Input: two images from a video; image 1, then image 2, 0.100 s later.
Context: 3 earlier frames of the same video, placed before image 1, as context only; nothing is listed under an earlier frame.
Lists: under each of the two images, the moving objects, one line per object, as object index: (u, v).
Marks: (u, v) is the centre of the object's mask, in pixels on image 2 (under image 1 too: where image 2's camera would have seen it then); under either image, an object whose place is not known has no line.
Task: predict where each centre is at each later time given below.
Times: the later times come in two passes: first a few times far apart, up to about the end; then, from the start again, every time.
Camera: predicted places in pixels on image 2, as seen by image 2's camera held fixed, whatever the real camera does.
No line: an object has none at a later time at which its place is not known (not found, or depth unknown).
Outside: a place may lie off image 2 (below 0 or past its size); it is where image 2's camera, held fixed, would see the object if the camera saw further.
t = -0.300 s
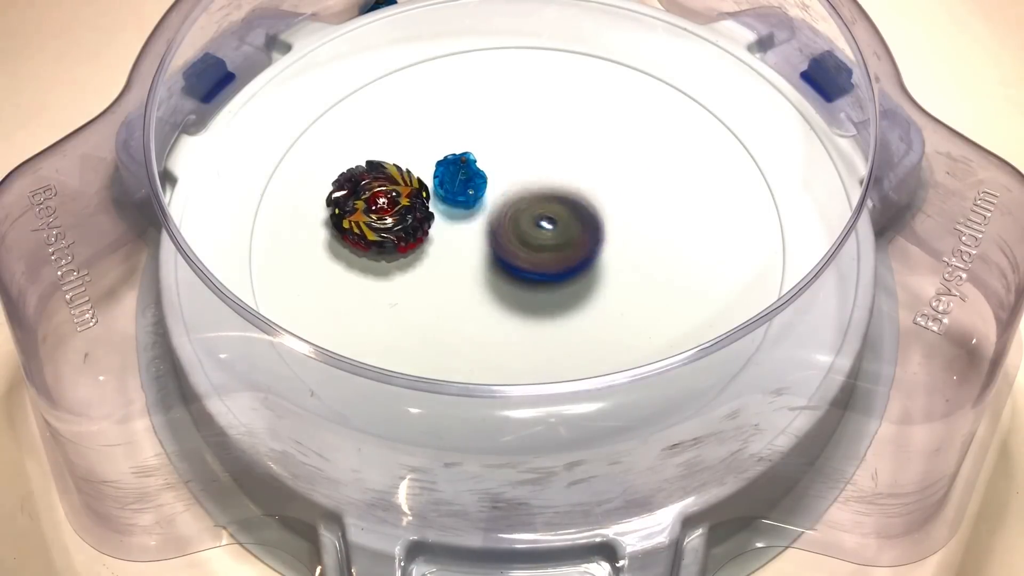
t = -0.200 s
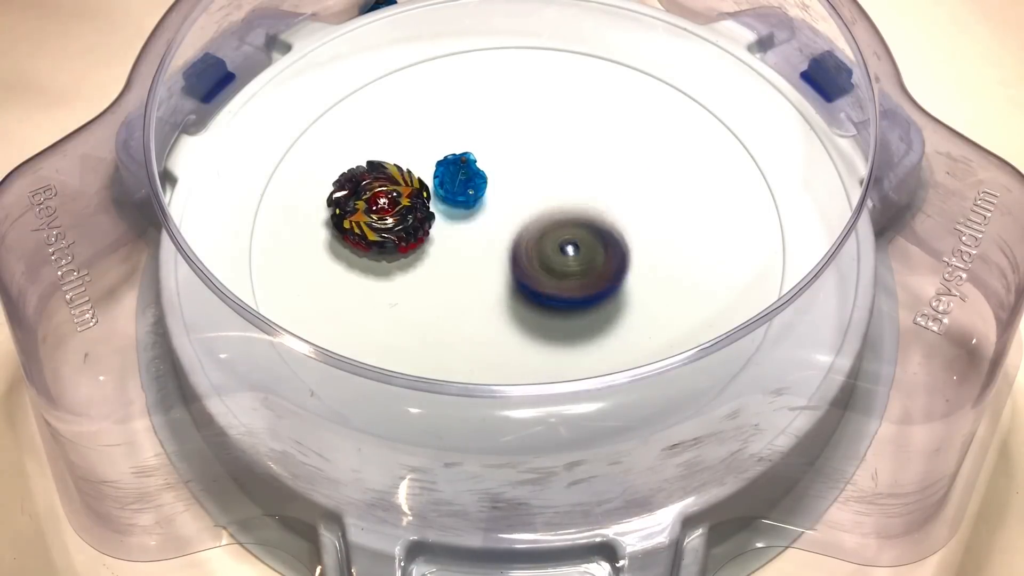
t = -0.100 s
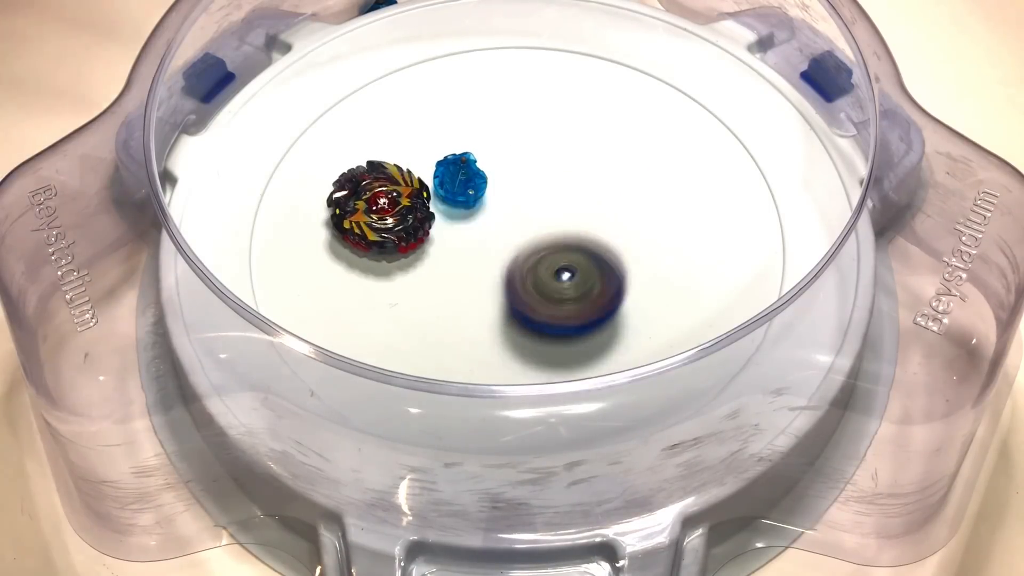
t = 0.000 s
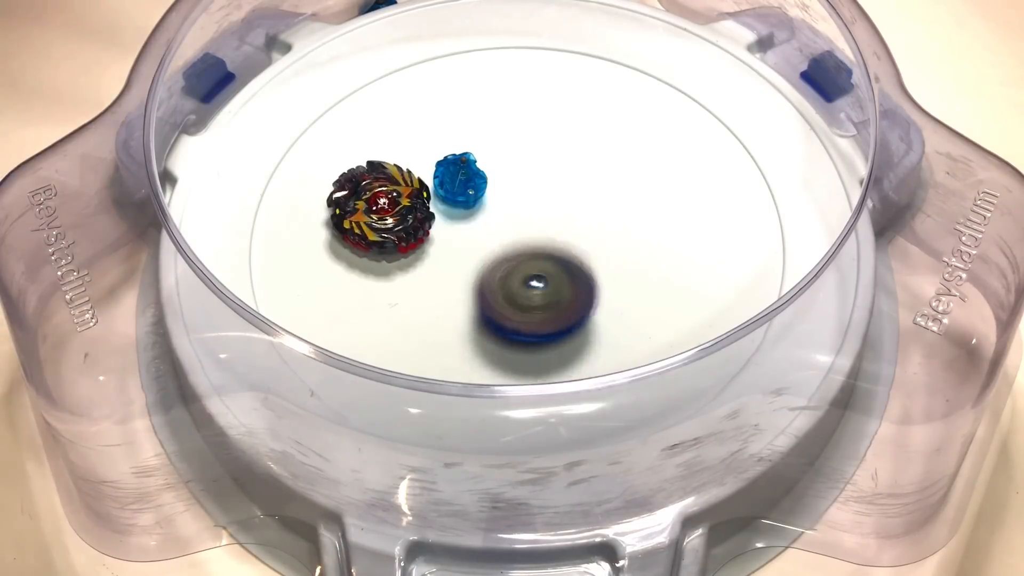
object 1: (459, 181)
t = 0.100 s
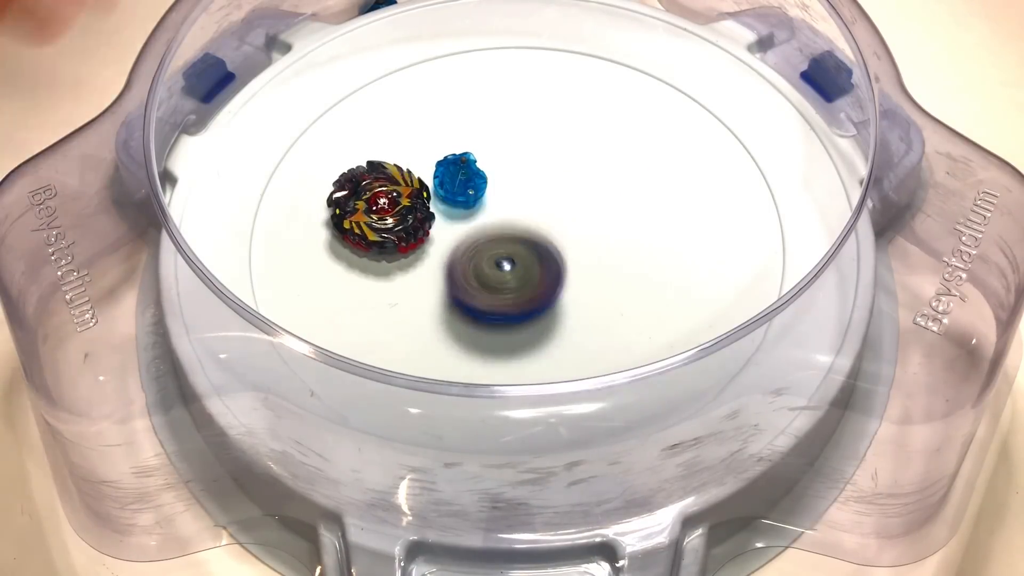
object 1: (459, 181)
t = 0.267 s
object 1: (456, 177)
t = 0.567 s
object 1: (459, 181)
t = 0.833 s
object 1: (460, 181)
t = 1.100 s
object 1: (408, 140)
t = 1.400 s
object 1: (479, 180)
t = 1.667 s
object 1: (567, 125)
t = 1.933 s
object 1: (562, 161)
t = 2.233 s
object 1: (560, 167)
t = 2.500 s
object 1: (560, 167)
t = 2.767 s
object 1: (581, 133)
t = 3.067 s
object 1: (565, 158)
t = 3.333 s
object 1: (565, 158)
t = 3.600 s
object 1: (565, 158)
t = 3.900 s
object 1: (565, 158)
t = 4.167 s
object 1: (565, 158)
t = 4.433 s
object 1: (565, 153)
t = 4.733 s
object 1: (565, 158)
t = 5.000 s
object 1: (565, 158)
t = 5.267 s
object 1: (565, 158)
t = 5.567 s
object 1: (565, 158)
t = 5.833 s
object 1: (565, 158)
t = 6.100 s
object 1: (565, 156)
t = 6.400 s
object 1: (565, 158)
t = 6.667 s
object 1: (565, 158)
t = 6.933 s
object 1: (567, 156)
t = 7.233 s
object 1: (565, 158)
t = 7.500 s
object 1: (565, 158)
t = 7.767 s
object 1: (565, 158)
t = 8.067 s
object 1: (565, 158)
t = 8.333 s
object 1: (565, 158)
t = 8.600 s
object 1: (565, 158)
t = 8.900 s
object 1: (565, 156)
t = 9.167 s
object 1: (565, 158)
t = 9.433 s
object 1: (565, 158)
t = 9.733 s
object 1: (565, 158)
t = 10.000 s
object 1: (565, 159)
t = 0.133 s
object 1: (459, 181)
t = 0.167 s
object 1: (459, 181)
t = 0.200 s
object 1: (459, 179)
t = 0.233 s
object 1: (458, 178)
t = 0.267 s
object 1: (456, 177)
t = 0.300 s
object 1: (456, 179)
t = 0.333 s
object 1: (459, 180)
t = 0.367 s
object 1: (460, 181)
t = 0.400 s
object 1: (460, 181)
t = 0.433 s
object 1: (460, 181)
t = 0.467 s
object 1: (459, 181)
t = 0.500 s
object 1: (459, 181)
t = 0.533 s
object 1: (459, 181)
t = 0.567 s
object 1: (459, 181)
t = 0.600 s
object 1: (460, 181)
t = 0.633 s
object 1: (460, 181)
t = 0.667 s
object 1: (460, 181)
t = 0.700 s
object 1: (459, 181)
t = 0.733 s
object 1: (459, 181)
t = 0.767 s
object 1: (459, 181)
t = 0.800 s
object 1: (460, 181)
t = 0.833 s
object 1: (460, 181)
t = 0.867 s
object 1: (459, 181)
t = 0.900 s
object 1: (459, 179)
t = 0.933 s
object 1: (457, 175)
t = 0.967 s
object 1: (455, 173)
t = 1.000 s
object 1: (442, 162)
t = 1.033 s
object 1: (427, 148)
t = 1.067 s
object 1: (416, 141)
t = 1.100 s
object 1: (408, 140)
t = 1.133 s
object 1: (402, 143)
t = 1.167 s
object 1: (404, 146)
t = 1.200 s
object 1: (411, 149)
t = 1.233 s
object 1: (419, 152)
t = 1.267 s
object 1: (429, 155)
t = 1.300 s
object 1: (439, 160)
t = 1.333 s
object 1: (452, 165)
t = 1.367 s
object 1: (466, 171)
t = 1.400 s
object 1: (479, 180)
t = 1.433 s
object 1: (493, 188)
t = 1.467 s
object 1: (506, 197)
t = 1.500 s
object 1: (522, 200)
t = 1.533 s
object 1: (532, 188)
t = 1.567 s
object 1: (544, 166)
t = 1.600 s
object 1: (554, 149)
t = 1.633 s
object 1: (562, 132)
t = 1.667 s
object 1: (567, 125)
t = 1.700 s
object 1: (570, 122)
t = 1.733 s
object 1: (572, 126)
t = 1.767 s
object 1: (571, 131)
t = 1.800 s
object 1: (570, 139)
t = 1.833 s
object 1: (567, 147)
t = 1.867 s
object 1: (565, 154)
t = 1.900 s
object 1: (563, 159)
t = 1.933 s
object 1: (562, 161)
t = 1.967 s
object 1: (561, 163)
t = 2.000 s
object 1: (560, 164)
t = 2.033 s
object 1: (560, 165)
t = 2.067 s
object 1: (560, 166)
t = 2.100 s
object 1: (559, 167)
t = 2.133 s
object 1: (559, 167)
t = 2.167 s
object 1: (559, 167)
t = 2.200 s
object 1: (560, 167)
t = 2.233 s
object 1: (560, 167)
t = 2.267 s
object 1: (559, 167)
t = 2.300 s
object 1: (560, 167)
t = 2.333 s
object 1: (560, 167)
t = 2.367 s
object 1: (560, 167)
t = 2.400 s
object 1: (560, 167)
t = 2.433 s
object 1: (560, 167)
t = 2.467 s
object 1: (560, 167)
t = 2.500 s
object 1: (560, 167)
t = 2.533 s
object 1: (560, 167)
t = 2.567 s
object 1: (561, 166)
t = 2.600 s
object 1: (562, 165)
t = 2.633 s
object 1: (566, 156)
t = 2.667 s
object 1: (574, 146)
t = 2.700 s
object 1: (579, 135)
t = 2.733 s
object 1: (581, 131)
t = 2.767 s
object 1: (581, 133)
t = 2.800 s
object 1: (577, 137)
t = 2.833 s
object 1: (573, 142)
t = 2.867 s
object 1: (569, 148)
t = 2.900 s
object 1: (567, 153)
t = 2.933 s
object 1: (565, 156)
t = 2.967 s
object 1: (565, 158)
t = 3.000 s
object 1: (565, 158)
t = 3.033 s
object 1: (565, 158)
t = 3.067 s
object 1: (565, 158)
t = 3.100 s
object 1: (565, 158)
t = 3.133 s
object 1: (565, 158)
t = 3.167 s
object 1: (565, 158)
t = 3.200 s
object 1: (565, 158)
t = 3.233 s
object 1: (565, 158)
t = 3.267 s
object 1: (565, 158)
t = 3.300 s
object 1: (565, 158)
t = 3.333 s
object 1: (565, 158)
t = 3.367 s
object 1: (565, 158)
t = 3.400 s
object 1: (565, 158)
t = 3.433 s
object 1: (565, 158)
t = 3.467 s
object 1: (565, 158)
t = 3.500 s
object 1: (565, 158)
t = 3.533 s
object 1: (565, 158)
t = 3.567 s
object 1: (565, 158)
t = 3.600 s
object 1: (565, 158)
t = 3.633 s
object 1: (565, 158)
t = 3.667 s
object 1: (565, 158)
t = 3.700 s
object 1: (565, 158)
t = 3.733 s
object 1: (565, 158)
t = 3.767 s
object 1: (565, 158)
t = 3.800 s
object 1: (565, 158)
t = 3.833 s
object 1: (565, 158)
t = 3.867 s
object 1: (565, 158)
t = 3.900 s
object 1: (565, 158)
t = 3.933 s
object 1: (565, 158)
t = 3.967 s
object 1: (565, 158)
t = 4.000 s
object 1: (565, 158)
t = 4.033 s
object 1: (565, 158)
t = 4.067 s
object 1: (565, 158)
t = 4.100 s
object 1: (565, 159)
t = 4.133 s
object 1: (565, 158)
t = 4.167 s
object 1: (565, 158)
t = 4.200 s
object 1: (565, 158)
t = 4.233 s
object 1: (565, 158)
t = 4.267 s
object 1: (566, 156)
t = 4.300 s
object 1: (566, 154)
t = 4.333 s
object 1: (566, 154)
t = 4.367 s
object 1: (566, 154)
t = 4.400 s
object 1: (566, 154)
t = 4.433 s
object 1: (565, 153)
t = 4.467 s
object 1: (565, 155)
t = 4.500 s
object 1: (565, 155)
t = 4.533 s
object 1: (565, 156)
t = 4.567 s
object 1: (565, 157)
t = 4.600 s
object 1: (565, 159)
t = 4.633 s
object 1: (565, 159)
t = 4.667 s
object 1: (565, 158)
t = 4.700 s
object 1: (565, 158)
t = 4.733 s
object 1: (565, 158)
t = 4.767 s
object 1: (565, 158)
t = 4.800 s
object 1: (565, 158)
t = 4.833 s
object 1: (565, 158)
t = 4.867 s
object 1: (565, 158)
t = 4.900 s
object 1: (565, 158)
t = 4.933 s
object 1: (565, 158)
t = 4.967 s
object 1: (565, 158)
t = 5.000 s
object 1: (565, 158)
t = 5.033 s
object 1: (565, 158)
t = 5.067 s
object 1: (565, 158)
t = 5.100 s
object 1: (565, 158)
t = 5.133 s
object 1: (565, 158)
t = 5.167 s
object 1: (565, 158)
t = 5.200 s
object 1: (565, 157)
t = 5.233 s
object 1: (565, 158)
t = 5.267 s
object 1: (565, 158)
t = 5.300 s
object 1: (565, 158)
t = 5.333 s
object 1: (565, 158)
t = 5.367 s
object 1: (565, 158)
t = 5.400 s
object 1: (565, 158)
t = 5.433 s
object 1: (565, 158)
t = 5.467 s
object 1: (565, 158)
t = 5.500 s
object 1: (565, 158)
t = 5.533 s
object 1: (565, 158)
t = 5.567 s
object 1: (565, 158)
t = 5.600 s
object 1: (565, 158)
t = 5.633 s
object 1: (565, 158)
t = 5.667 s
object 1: (565, 158)
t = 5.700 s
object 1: (565, 158)
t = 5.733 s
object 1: (565, 158)
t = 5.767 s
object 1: (565, 158)
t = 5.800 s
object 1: (565, 158)
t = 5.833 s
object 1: (565, 158)
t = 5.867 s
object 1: (565, 158)
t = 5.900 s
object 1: (565, 158)
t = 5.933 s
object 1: (565, 158)
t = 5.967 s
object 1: (564, 159)
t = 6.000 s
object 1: (565, 158)
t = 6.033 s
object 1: (565, 158)
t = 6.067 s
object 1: (565, 157)
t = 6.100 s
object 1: (565, 156)
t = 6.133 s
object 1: (565, 157)
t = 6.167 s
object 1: (565, 156)
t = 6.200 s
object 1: (565, 157)
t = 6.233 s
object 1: (565, 158)
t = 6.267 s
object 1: (565, 158)
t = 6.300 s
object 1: (565, 158)
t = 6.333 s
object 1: (565, 159)
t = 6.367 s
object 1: (565, 158)
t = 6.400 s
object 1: (565, 158)
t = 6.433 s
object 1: (565, 158)
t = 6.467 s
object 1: (565, 158)
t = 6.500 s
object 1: (565, 158)
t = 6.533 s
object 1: (565, 158)
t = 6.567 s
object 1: (565, 158)
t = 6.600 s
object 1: (565, 158)
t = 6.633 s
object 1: (565, 158)
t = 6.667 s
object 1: (565, 158)
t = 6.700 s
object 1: (565, 158)
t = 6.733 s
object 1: (565, 158)
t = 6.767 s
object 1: (565, 158)
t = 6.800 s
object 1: (565, 158)
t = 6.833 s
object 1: (565, 158)
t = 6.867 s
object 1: (565, 158)
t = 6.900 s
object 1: (566, 157)
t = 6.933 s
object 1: (567, 156)
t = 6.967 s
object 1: (567, 155)
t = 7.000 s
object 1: (568, 153)
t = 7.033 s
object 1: (567, 153)
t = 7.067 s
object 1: (566, 154)
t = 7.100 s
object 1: (566, 155)
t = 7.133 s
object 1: (565, 157)
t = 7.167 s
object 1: (565, 157)
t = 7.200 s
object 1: (565, 158)
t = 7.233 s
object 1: (565, 158)
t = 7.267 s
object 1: (565, 158)
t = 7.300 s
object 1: (565, 158)
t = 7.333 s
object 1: (565, 158)
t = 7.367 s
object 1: (565, 158)
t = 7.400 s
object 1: (565, 158)
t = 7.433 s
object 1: (565, 158)
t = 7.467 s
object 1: (565, 158)
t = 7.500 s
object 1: (565, 158)
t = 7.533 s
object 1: (565, 158)
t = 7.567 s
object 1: (565, 158)
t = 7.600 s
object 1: (565, 158)
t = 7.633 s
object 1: (565, 158)
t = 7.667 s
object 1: (565, 158)
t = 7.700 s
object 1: (565, 158)
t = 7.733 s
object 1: (564, 159)
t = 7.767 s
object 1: (565, 158)
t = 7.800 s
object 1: (565, 158)
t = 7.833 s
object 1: (565, 158)
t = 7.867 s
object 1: (565, 157)
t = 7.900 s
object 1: (565, 157)
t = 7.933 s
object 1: (565, 157)
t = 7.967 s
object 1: (565, 157)
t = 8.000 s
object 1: (565, 158)
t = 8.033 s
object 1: (565, 158)
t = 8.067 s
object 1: (565, 158)
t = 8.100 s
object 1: (565, 158)
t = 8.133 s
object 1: (565, 158)
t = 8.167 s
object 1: (565, 158)
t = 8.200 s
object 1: (565, 158)
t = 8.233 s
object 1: (565, 158)
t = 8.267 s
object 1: (565, 158)
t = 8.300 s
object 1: (565, 158)
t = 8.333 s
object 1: (565, 158)
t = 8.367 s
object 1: (565, 158)
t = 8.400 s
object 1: (565, 158)
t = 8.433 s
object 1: (565, 158)
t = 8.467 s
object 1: (565, 158)
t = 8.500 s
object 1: (565, 158)
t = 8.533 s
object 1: (564, 158)
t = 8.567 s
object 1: (565, 158)
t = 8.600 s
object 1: (565, 158)
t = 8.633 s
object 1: (565, 158)
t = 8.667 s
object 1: (566, 156)
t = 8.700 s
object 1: (567, 154)
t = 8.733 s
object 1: (567, 153)
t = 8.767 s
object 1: (567, 152)
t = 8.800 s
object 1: (566, 153)
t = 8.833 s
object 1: (566, 153)
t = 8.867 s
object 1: (565, 155)
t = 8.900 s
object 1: (565, 156)
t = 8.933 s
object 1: (565, 158)
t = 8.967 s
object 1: (565, 159)
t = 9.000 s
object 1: (565, 159)
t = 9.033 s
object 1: (565, 158)
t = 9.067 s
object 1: (565, 158)
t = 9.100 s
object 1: (565, 158)
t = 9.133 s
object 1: (565, 158)
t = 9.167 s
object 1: (565, 158)
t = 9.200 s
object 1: (565, 158)
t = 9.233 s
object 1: (565, 158)
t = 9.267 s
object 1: (565, 159)
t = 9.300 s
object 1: (565, 159)
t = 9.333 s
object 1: (565, 158)
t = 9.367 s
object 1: (565, 159)
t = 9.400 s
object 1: (565, 158)
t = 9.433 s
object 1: (565, 158)
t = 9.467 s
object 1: (565, 159)
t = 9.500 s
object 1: (565, 158)
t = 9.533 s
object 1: (565, 158)
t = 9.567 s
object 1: (565, 158)
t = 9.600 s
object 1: (565, 158)
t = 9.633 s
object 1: (565, 157)
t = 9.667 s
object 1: (565, 158)
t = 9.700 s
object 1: (565, 157)
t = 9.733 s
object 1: (565, 158)
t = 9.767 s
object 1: (565, 159)
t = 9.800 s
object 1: (565, 159)
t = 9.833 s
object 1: (565, 159)
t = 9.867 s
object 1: (565, 159)
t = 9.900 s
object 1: (565, 159)
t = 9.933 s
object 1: (564, 159)
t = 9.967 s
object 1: (565, 159)
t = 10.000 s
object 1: (565, 159)
